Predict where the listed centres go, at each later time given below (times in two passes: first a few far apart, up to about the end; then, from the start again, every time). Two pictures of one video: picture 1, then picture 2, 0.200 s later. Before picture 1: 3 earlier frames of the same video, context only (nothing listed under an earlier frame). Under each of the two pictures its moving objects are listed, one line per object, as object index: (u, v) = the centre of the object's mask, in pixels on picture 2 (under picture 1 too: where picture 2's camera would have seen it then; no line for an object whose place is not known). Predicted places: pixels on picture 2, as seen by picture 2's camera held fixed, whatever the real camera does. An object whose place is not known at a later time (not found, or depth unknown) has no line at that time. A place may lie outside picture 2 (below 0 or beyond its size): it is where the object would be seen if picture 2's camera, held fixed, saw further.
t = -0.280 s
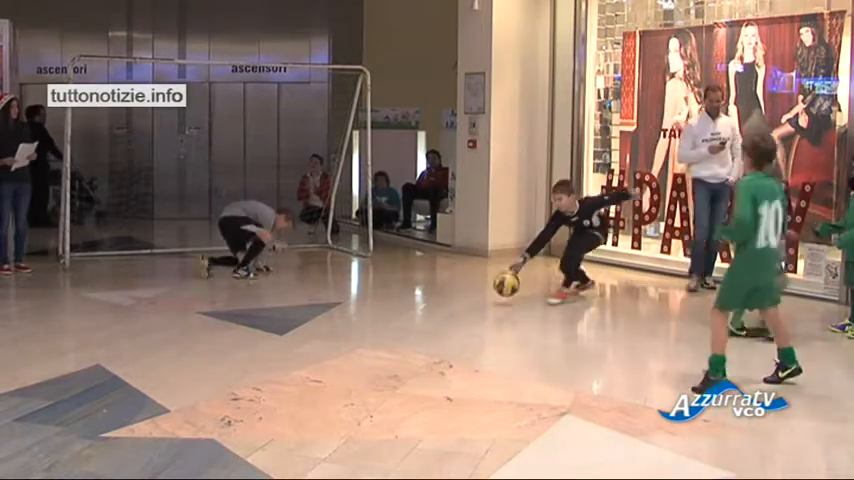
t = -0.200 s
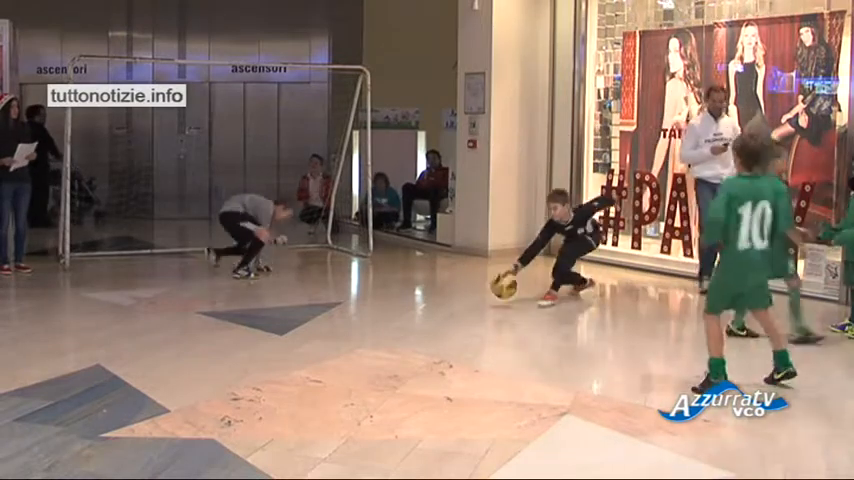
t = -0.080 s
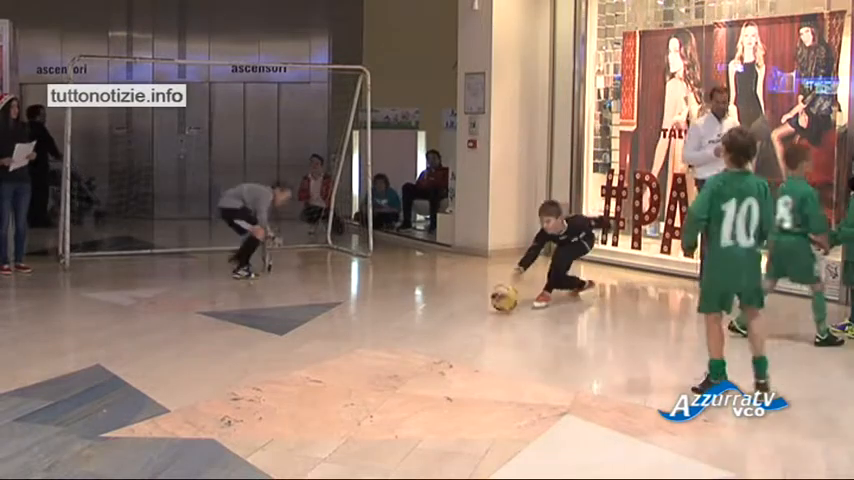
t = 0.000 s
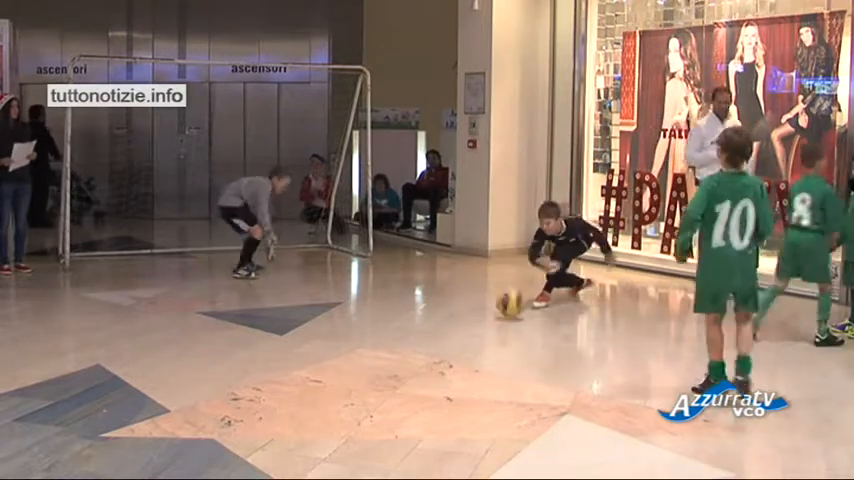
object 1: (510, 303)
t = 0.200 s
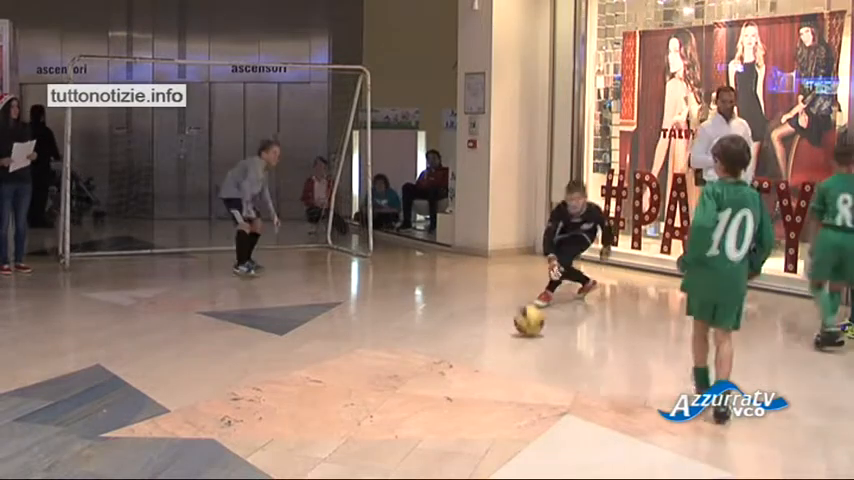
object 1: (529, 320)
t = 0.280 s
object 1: (536, 325)
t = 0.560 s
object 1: (572, 351)
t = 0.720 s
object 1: (596, 368)
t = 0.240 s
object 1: (532, 322)
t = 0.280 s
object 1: (536, 325)
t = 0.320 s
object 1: (542, 331)
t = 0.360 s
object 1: (546, 332)
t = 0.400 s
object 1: (551, 337)
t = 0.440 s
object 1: (556, 340)
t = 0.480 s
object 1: (561, 344)
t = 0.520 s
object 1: (566, 347)
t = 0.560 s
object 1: (572, 351)
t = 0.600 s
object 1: (578, 356)
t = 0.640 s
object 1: (584, 358)
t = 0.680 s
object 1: (590, 364)
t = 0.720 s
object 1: (596, 368)
